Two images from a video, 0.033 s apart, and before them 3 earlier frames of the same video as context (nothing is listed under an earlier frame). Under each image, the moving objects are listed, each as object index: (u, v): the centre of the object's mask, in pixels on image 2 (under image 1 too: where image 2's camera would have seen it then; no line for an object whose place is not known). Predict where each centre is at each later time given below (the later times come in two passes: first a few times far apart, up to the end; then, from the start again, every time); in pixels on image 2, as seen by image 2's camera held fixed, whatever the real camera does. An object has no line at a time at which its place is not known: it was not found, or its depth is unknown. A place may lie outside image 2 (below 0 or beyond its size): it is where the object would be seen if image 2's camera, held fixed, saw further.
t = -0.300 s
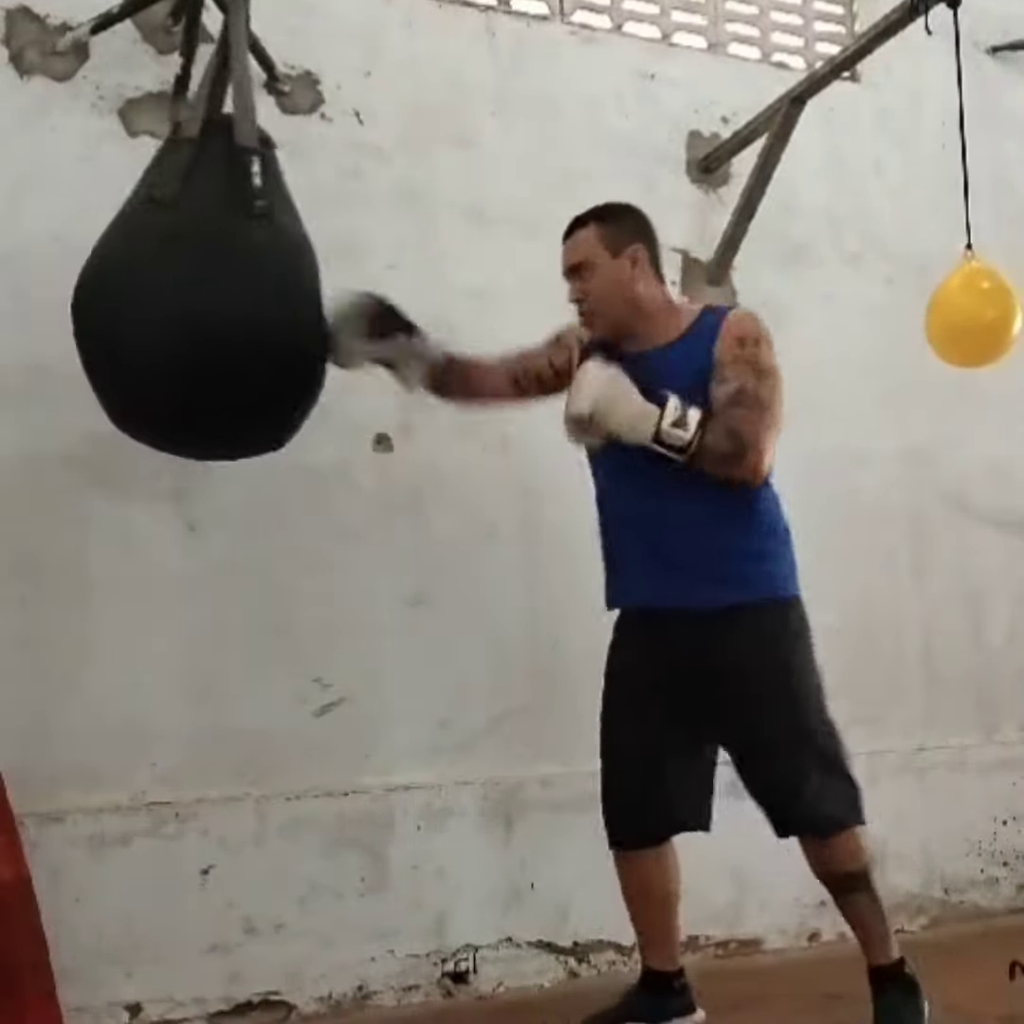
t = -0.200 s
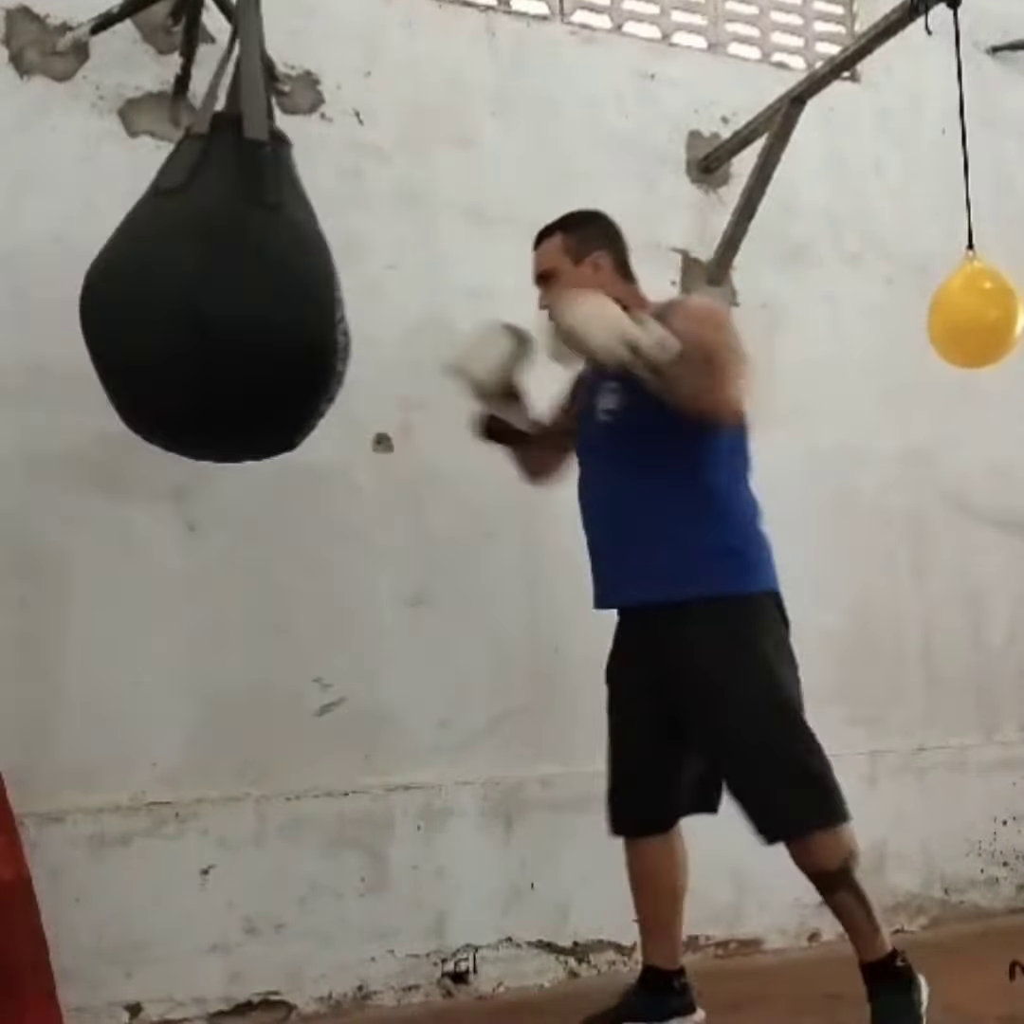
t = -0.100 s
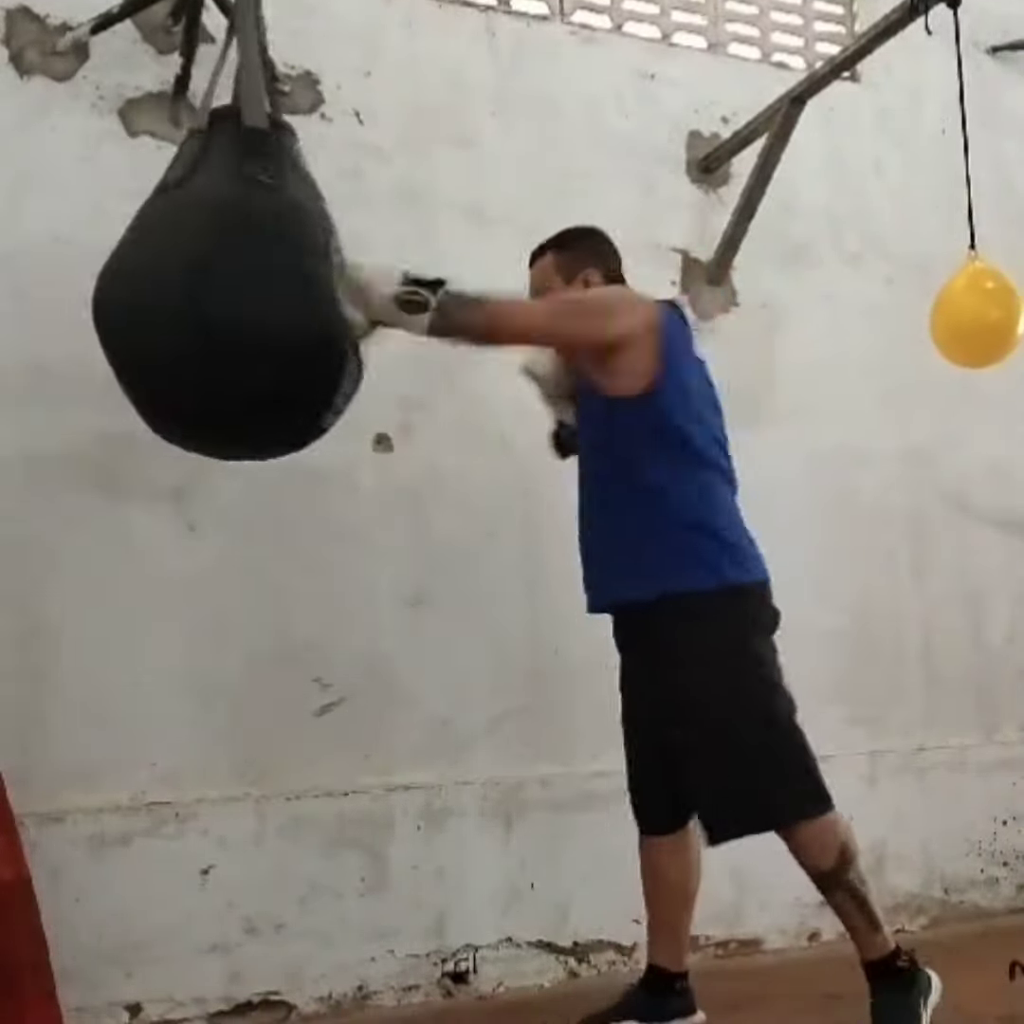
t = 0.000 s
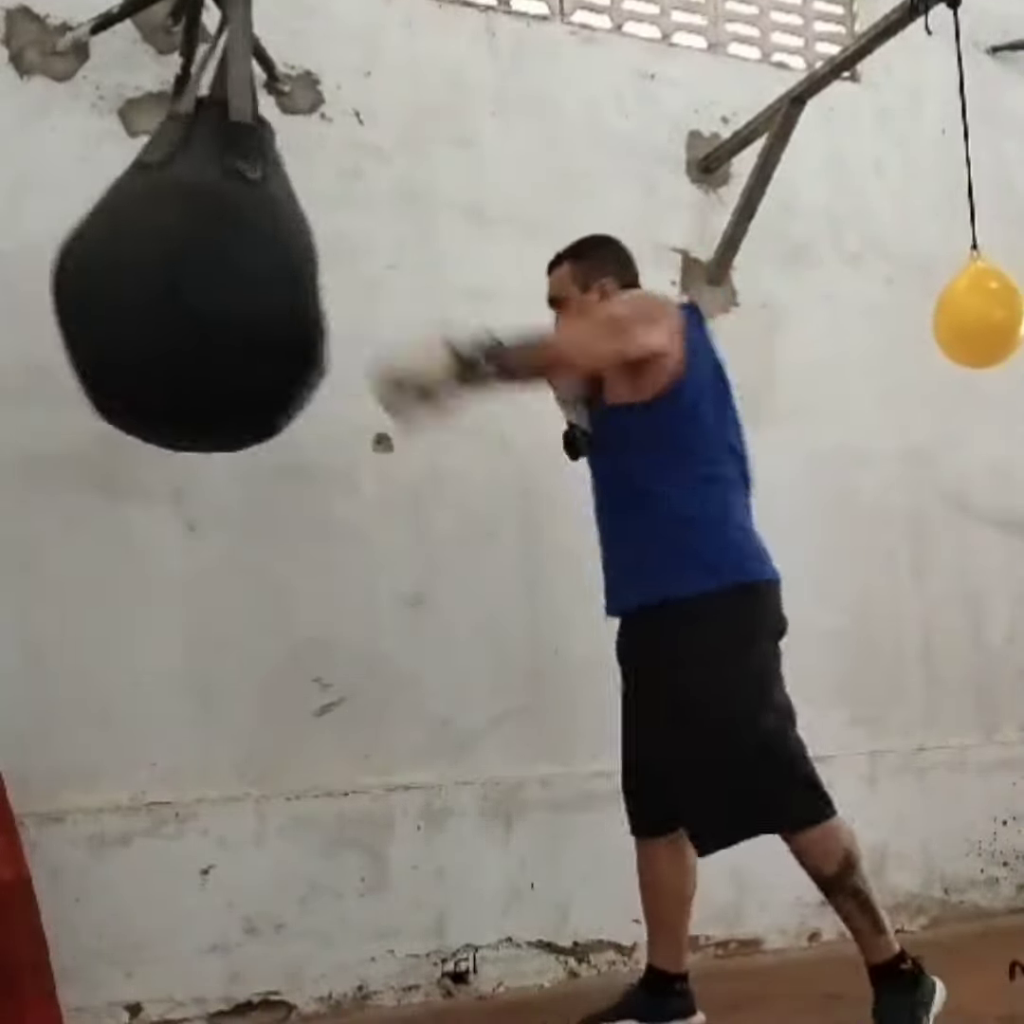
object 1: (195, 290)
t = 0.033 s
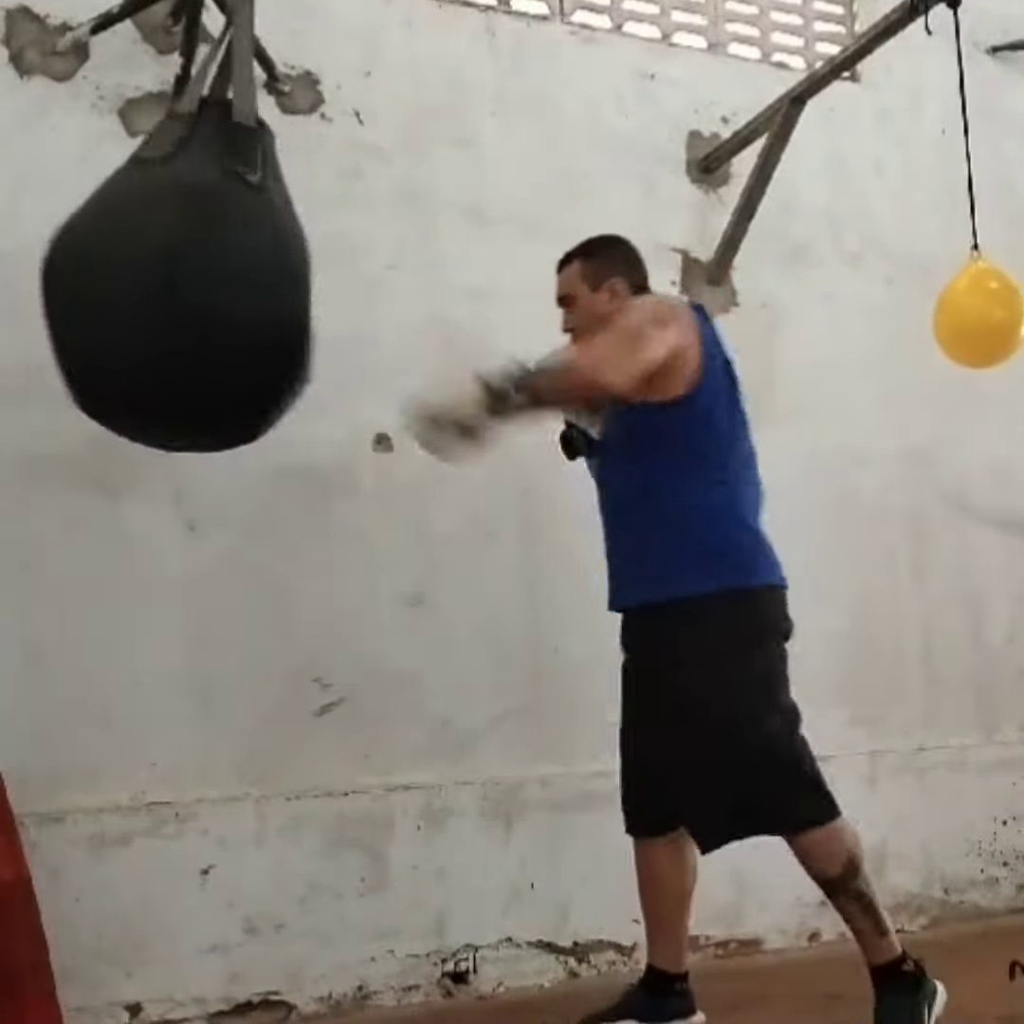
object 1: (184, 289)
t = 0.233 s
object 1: (148, 275)
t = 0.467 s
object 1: (175, 280)
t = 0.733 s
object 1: (282, 295)
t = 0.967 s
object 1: (361, 287)
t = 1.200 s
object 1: (376, 284)
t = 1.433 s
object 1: (322, 296)
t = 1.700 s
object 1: (215, 292)
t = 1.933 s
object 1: (154, 274)
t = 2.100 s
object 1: (156, 275)
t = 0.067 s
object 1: (175, 284)
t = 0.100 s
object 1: (166, 280)
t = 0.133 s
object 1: (159, 279)
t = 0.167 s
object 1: (153, 278)
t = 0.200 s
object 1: (151, 275)
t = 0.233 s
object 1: (148, 275)
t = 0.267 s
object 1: (146, 276)
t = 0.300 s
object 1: (146, 274)
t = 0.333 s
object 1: (149, 275)
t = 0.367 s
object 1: (153, 275)
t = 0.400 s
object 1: (159, 278)
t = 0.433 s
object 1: (167, 278)
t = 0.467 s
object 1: (175, 280)
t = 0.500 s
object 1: (187, 282)
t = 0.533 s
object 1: (198, 284)
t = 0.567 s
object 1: (211, 286)
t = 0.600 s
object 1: (222, 292)
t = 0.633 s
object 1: (237, 293)
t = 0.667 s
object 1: (252, 295)
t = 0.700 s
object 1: (267, 297)
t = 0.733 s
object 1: (282, 295)
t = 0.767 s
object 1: (296, 295)
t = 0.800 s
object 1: (311, 294)
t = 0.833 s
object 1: (323, 293)
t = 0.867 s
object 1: (333, 291)
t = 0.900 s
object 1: (344, 290)
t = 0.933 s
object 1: (354, 289)
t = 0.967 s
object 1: (361, 287)
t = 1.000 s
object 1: (367, 285)
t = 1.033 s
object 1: (372, 284)
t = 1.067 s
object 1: (376, 283)
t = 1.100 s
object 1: (378, 284)
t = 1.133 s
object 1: (379, 284)
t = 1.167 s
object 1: (378, 283)
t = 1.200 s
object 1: (376, 284)
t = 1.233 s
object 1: (372, 285)
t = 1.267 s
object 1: (367, 287)
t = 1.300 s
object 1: (361, 290)
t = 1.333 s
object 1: (353, 291)
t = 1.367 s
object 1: (343, 292)
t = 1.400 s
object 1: (333, 293)
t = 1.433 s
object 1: (322, 296)
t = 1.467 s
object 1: (310, 296)
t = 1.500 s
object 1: (297, 298)
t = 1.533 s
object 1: (283, 298)
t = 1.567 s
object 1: (270, 297)
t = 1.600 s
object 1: (256, 296)
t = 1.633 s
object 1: (242, 295)
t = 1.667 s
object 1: (228, 294)
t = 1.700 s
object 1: (215, 292)
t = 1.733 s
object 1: (202, 290)
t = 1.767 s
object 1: (191, 286)
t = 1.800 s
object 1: (181, 283)
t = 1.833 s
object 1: (172, 281)
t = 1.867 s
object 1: (163, 279)
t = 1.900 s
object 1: (157, 277)
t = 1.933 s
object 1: (154, 274)
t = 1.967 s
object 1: (150, 273)
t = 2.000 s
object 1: (149, 273)
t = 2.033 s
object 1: (149, 273)
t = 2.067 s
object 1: (151, 274)
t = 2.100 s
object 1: (156, 275)
